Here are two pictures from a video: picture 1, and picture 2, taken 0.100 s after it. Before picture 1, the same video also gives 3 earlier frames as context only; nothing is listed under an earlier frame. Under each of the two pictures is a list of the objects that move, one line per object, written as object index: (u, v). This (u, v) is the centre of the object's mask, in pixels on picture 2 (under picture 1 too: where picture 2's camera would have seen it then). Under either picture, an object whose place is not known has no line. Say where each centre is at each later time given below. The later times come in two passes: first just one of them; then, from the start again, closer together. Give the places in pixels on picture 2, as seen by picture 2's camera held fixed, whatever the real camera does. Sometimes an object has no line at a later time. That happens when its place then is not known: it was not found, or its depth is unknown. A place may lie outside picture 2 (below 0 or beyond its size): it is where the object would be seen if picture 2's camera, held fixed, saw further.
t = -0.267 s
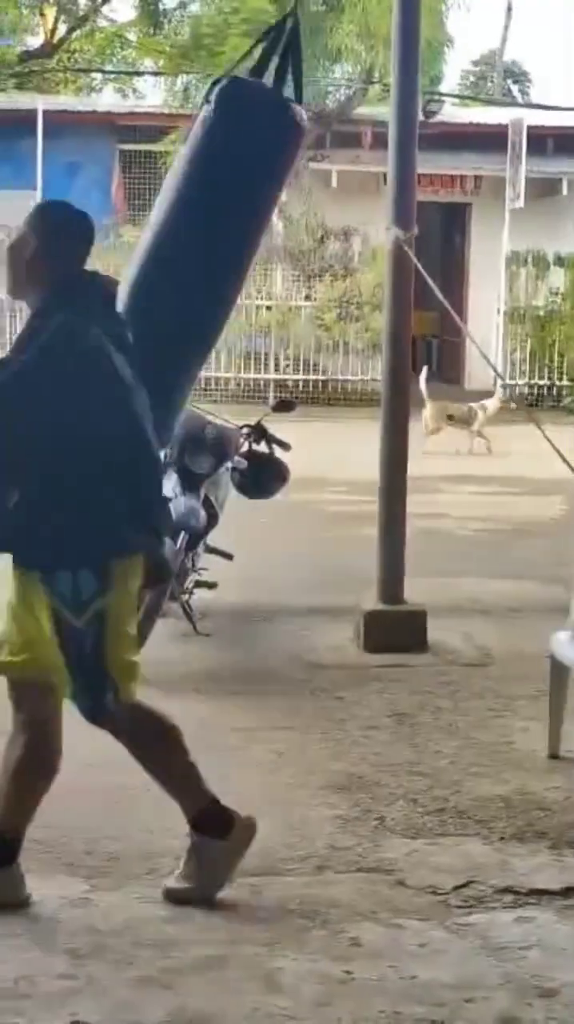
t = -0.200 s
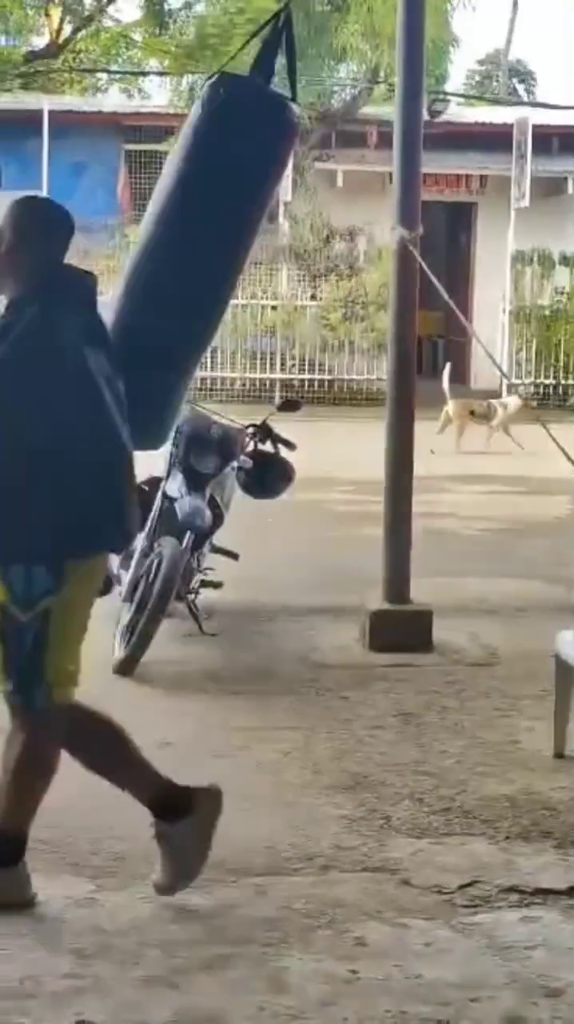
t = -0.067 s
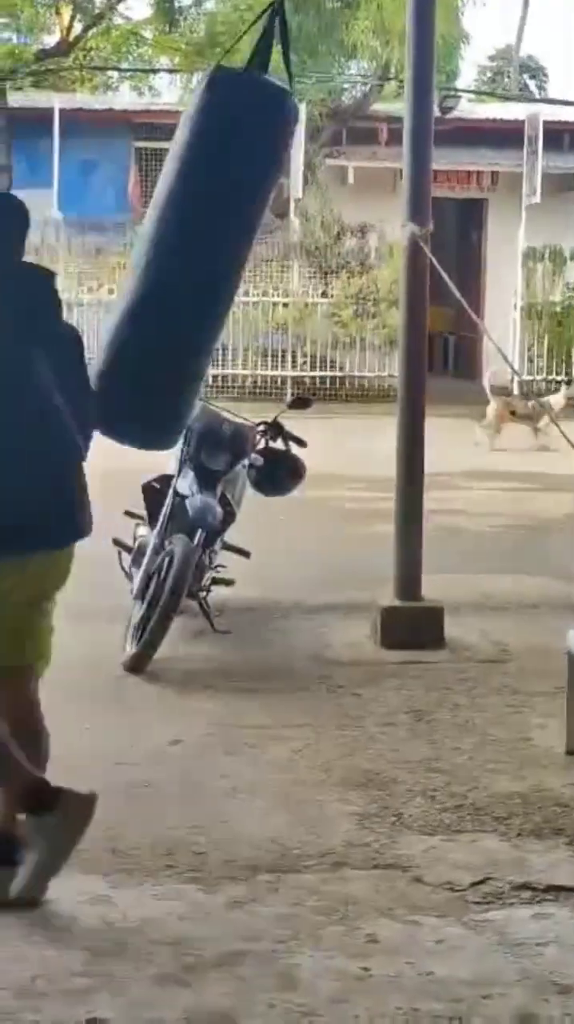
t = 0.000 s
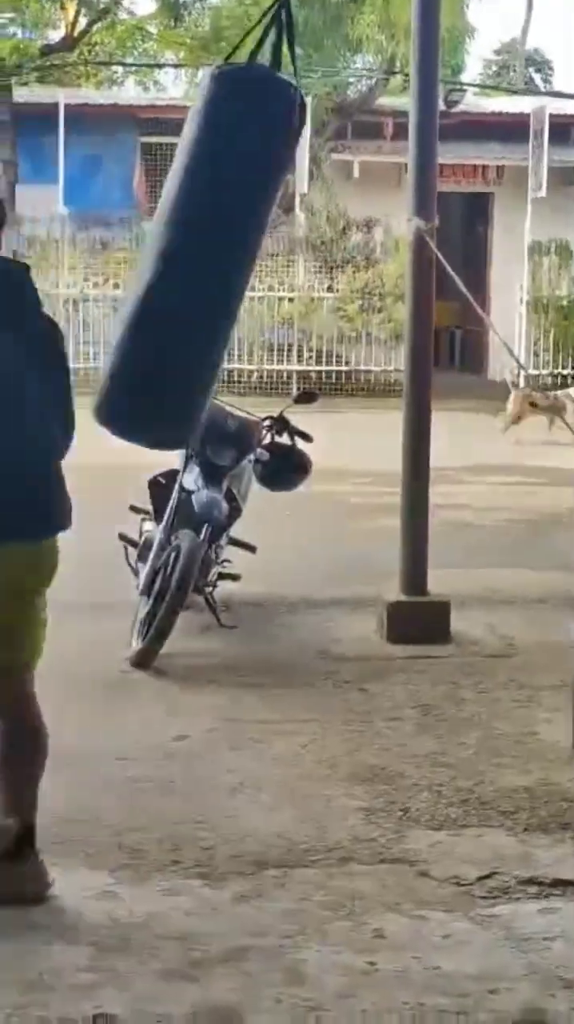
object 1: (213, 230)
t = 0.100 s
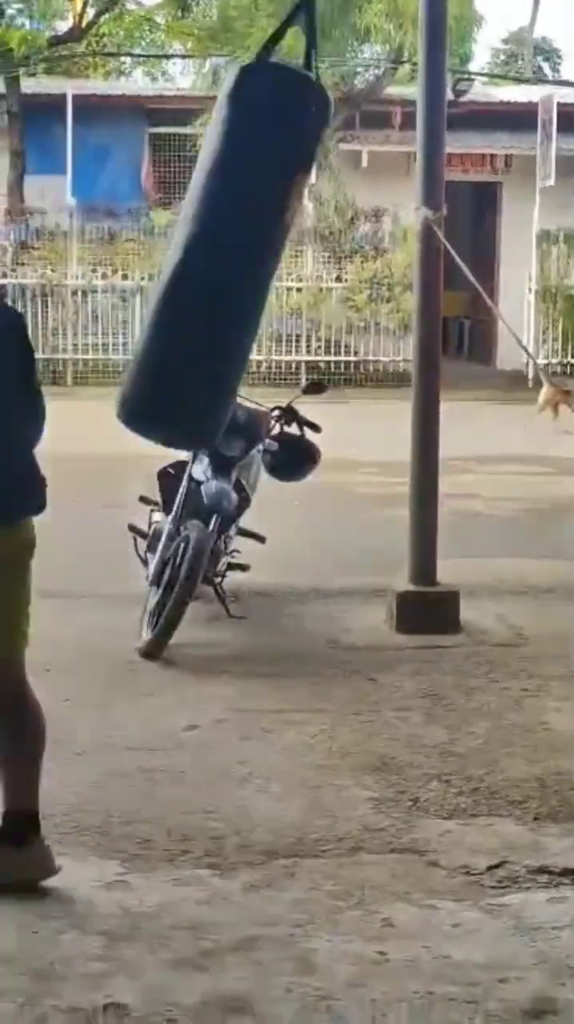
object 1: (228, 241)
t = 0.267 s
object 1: (281, 259)
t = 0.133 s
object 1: (236, 246)
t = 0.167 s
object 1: (244, 251)
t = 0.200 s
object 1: (256, 253)
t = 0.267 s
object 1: (281, 259)
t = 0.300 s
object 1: (295, 261)
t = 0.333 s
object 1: (310, 267)
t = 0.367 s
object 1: (324, 272)
